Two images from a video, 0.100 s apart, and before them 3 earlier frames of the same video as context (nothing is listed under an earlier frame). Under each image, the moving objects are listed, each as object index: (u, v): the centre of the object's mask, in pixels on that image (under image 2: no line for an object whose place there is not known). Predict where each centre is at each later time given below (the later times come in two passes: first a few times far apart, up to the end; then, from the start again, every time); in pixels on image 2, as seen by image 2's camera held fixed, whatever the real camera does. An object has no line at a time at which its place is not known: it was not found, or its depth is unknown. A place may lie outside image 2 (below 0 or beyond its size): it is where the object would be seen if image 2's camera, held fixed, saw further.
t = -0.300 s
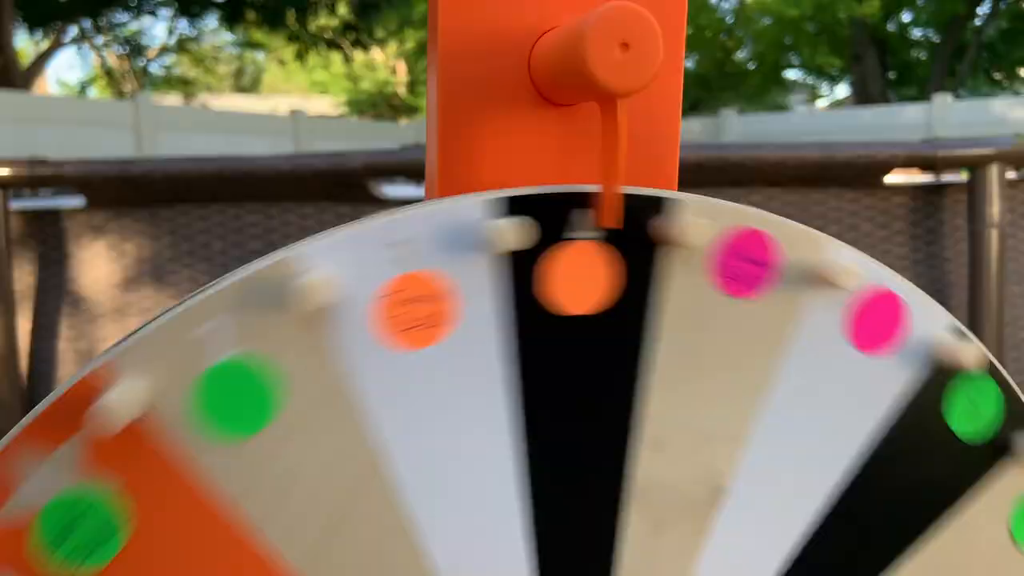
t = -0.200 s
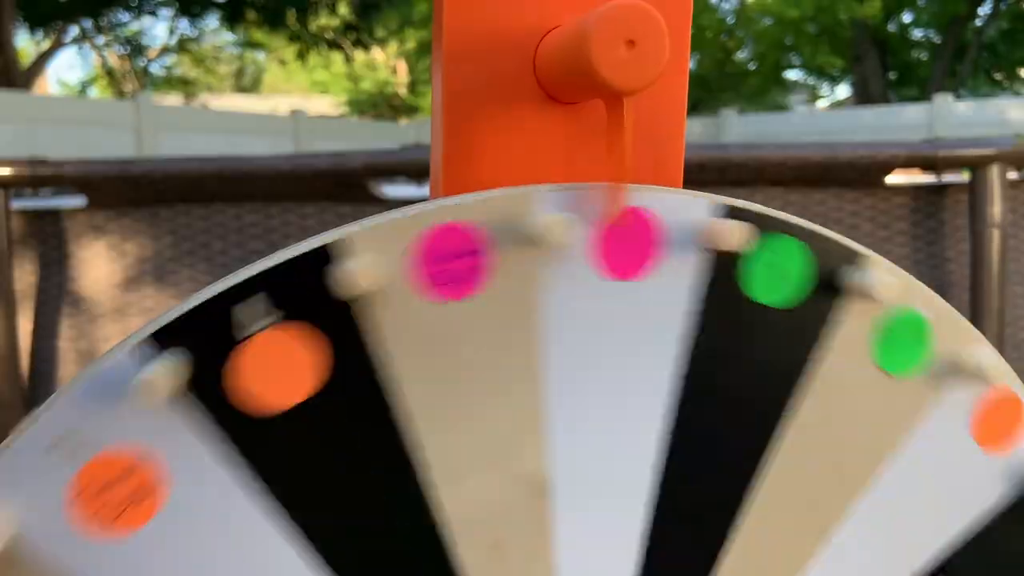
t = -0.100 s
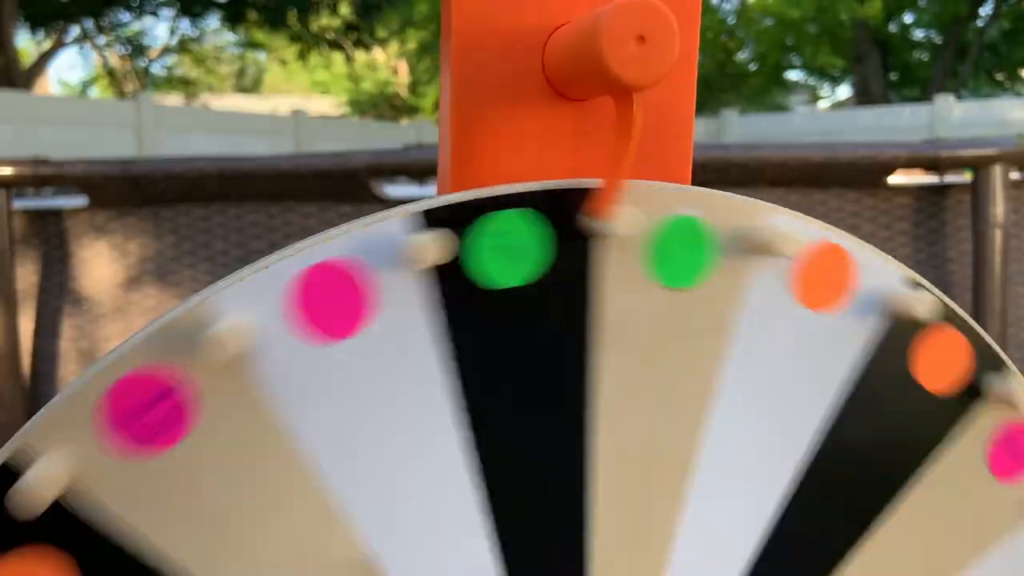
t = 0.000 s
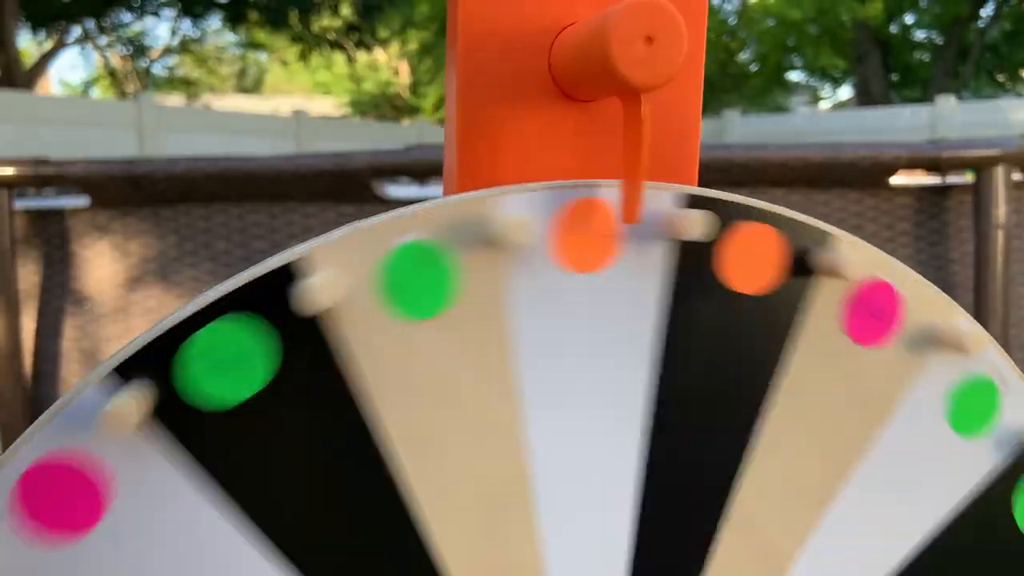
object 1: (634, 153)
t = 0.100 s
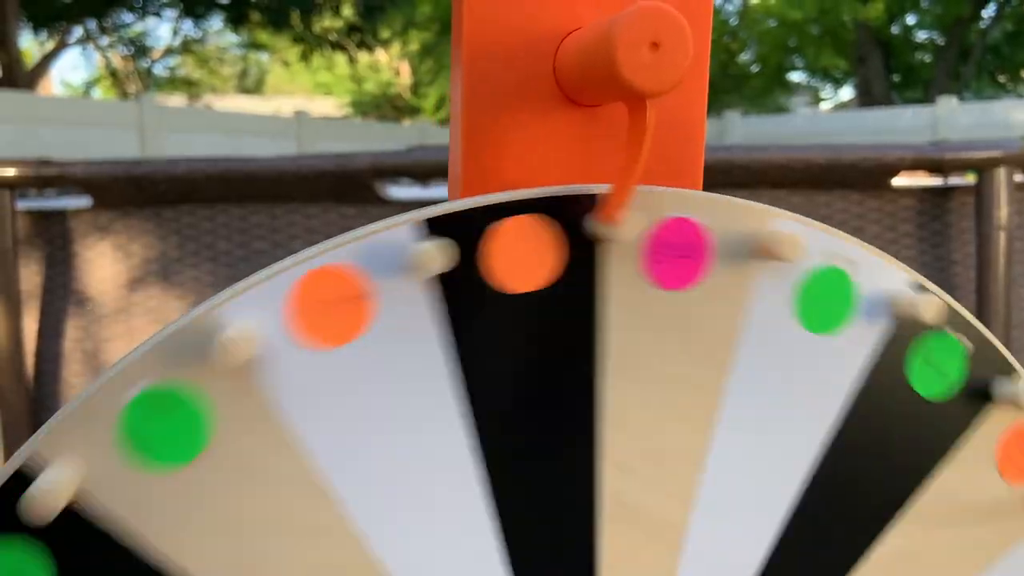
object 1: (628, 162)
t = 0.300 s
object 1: (650, 158)
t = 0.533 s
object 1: (651, 151)
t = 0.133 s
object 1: (641, 159)
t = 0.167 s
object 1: (638, 159)
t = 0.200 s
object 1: (644, 160)
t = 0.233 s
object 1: (647, 160)
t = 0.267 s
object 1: (631, 153)
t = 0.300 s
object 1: (650, 158)
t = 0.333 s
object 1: (644, 156)
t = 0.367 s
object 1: (652, 145)
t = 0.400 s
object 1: (655, 155)
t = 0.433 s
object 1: (645, 152)
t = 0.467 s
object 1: (658, 150)
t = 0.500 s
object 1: (659, 152)
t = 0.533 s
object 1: (651, 151)
